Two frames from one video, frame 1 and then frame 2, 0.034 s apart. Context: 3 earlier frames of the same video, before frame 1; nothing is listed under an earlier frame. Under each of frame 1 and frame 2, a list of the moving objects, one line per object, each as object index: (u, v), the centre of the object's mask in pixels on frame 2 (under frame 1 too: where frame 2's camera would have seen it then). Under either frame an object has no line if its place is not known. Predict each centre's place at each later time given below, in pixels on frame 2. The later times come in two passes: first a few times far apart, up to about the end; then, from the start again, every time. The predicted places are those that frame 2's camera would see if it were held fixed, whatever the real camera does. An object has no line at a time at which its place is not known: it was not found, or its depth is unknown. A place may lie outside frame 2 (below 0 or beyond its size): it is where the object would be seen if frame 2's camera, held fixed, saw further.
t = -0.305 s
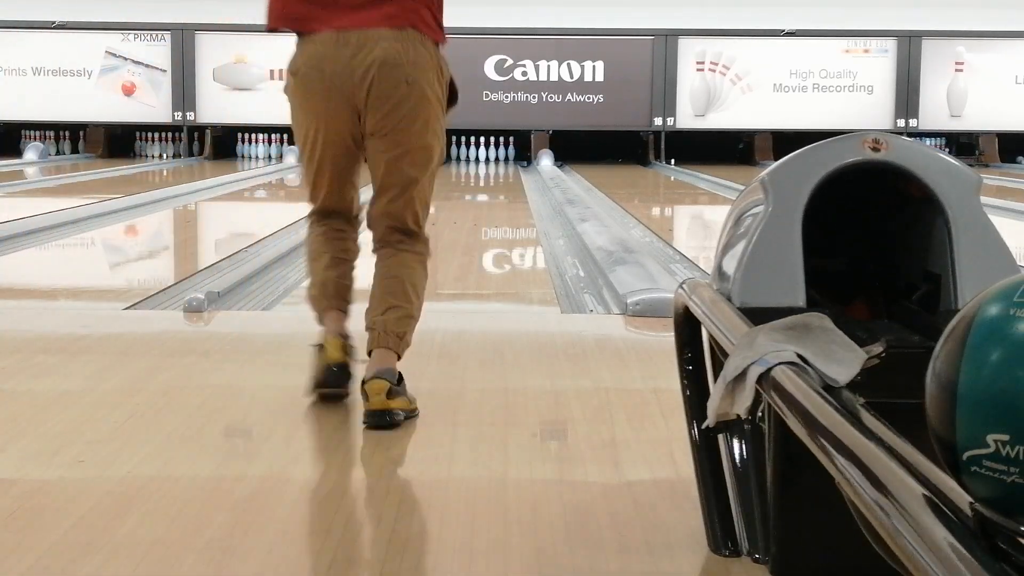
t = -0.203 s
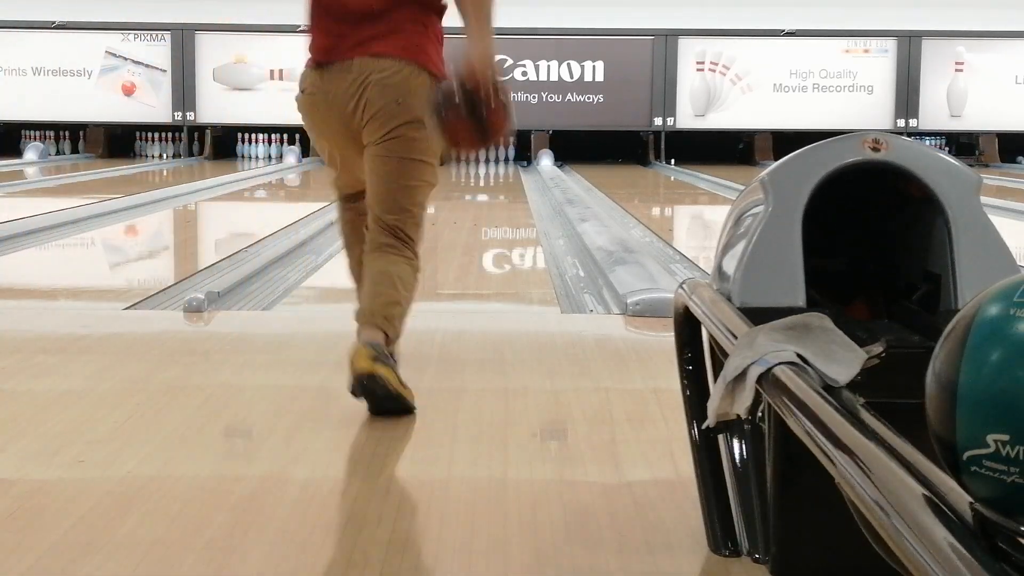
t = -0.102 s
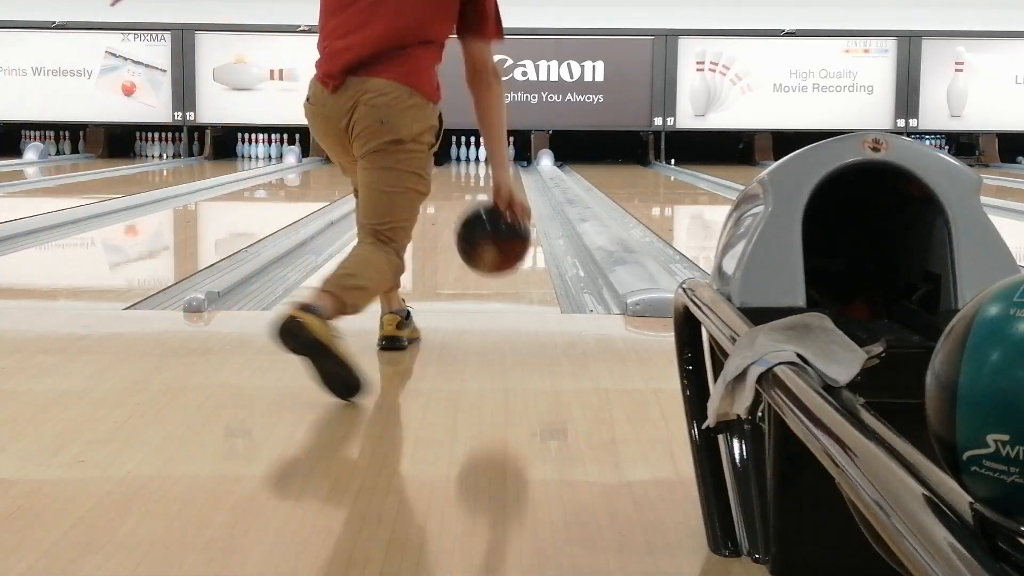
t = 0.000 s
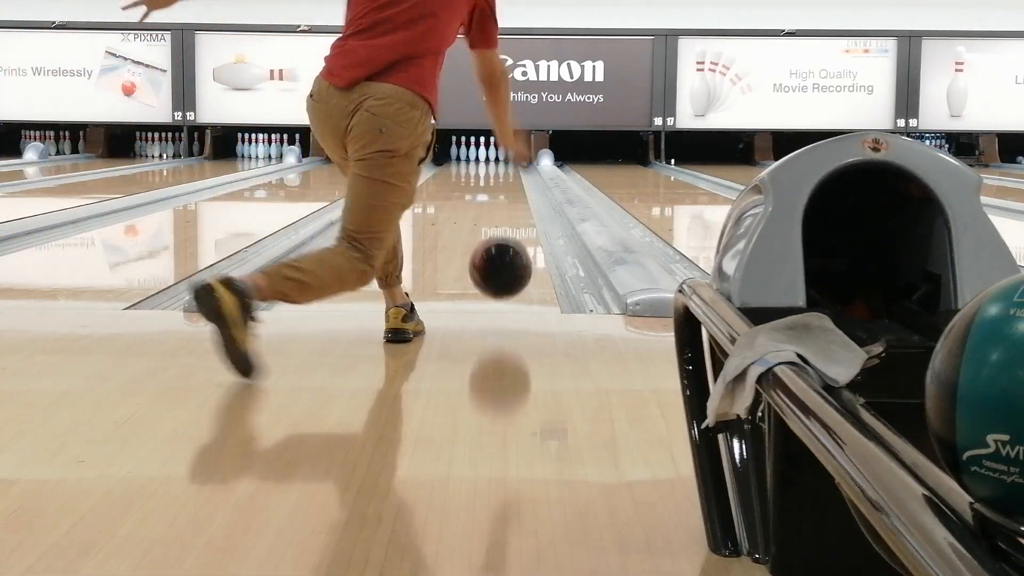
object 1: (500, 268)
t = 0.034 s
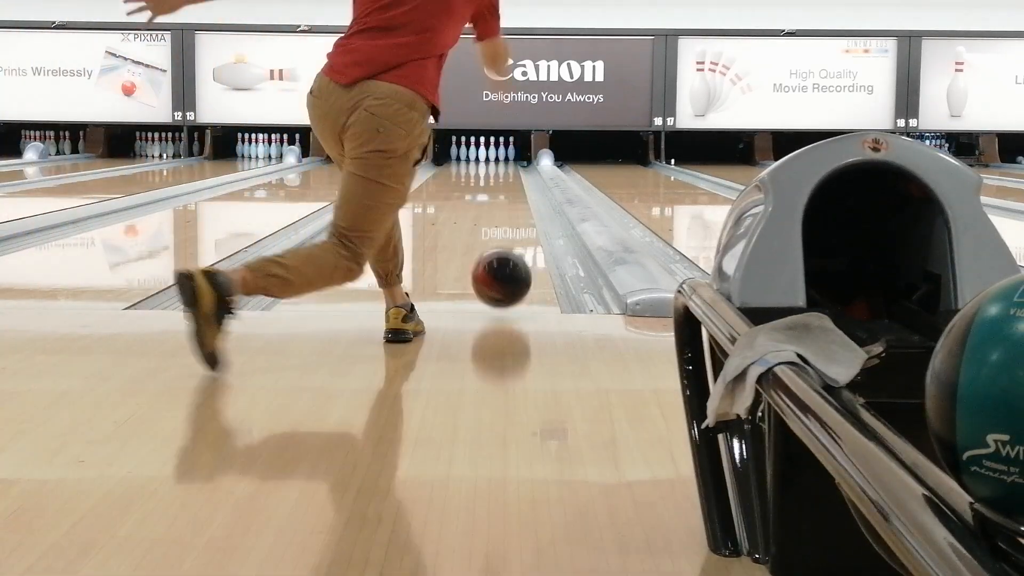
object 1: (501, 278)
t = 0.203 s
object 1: (505, 250)
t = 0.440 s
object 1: (507, 223)
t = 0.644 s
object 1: (508, 207)
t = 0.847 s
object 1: (508, 195)
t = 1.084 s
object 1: (507, 184)
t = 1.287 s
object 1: (506, 177)
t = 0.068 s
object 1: (502, 275)
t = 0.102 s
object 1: (503, 263)
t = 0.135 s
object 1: (504, 256)
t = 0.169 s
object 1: (504, 251)
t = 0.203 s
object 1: (505, 250)
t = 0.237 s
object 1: (505, 247)
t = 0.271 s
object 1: (505, 242)
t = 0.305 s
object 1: (506, 238)
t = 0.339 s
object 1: (506, 234)
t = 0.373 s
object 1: (507, 230)
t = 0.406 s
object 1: (507, 226)
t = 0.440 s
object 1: (507, 223)
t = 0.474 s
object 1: (507, 220)
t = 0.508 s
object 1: (508, 217)
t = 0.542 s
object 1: (508, 214)
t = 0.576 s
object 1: (508, 212)
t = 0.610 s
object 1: (508, 209)
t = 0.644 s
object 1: (508, 207)
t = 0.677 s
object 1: (508, 204)
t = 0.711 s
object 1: (508, 202)
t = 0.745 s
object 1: (508, 200)
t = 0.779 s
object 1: (508, 198)
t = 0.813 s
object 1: (508, 196)
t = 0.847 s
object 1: (508, 195)
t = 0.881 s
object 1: (508, 193)
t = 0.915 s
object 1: (508, 191)
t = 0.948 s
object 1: (508, 190)
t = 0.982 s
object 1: (508, 188)
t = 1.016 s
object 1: (508, 186)
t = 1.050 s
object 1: (508, 185)
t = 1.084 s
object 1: (507, 184)
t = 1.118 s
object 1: (508, 183)
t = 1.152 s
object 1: (507, 182)
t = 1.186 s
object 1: (506, 180)
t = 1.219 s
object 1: (506, 179)
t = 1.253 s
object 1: (507, 178)
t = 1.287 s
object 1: (506, 177)
